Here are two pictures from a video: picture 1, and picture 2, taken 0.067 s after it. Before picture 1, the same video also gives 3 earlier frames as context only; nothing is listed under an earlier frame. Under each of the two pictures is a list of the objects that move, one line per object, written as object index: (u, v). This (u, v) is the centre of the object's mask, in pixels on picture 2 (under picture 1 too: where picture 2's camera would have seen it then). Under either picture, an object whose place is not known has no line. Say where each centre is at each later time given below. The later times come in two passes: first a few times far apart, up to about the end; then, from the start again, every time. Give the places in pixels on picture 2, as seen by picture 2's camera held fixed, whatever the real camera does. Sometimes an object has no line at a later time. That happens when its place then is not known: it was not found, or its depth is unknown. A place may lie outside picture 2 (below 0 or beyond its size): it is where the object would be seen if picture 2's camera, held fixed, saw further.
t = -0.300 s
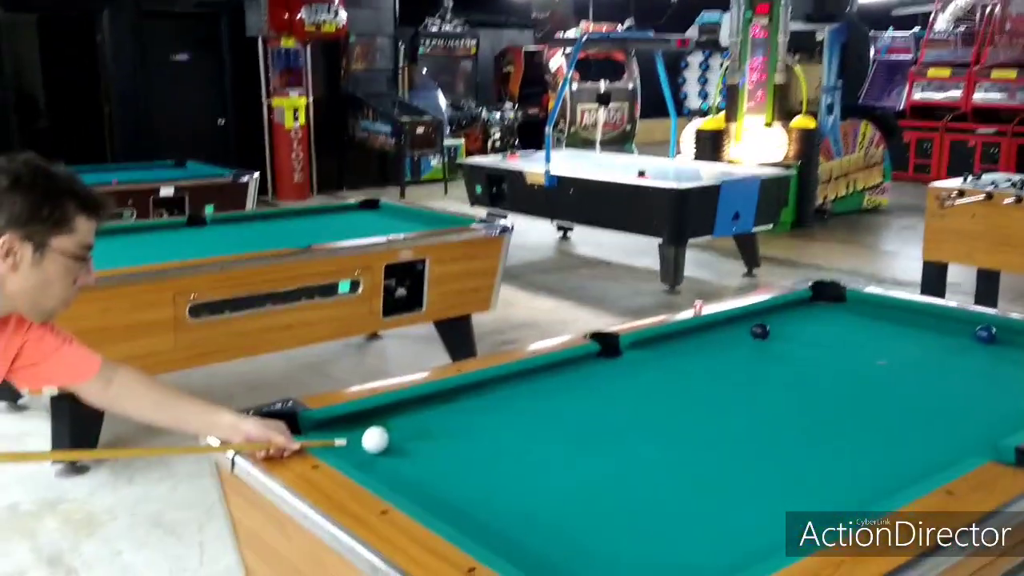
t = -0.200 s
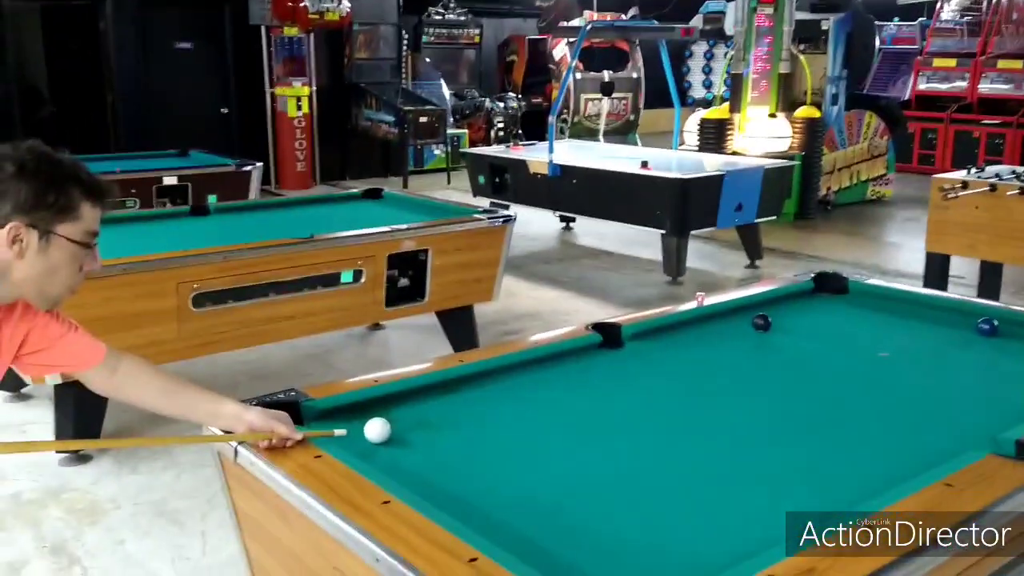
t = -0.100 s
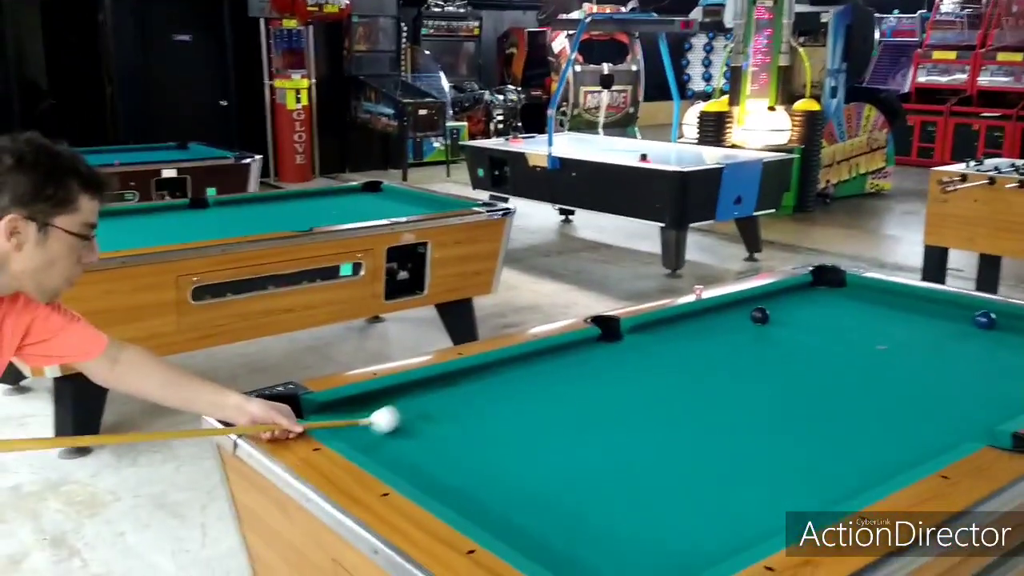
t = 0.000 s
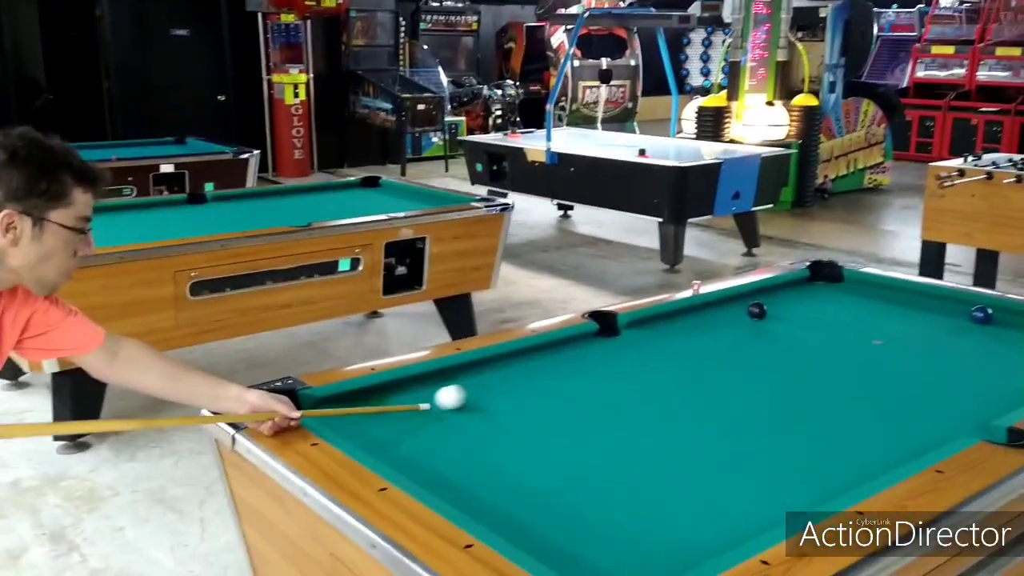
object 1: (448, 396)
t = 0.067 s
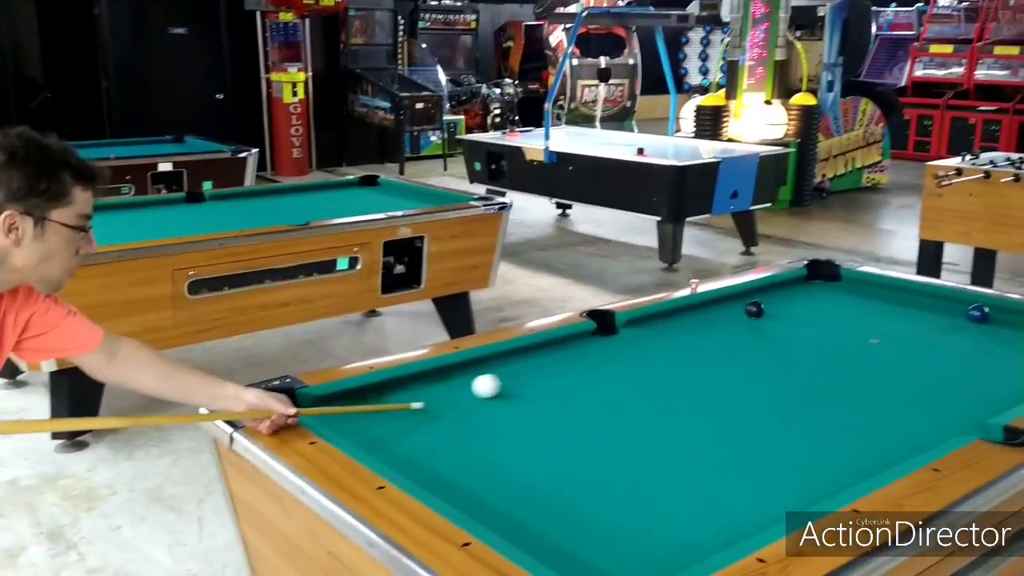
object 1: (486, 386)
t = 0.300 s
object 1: (600, 356)
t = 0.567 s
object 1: (707, 327)
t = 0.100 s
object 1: (504, 381)
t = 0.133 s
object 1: (521, 377)
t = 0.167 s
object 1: (538, 372)
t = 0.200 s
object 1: (554, 368)
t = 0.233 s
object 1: (570, 364)
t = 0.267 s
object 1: (585, 360)
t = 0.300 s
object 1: (600, 356)
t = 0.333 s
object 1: (615, 352)
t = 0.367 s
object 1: (629, 348)
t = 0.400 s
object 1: (643, 344)
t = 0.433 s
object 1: (656, 341)
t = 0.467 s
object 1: (669, 337)
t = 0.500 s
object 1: (682, 334)
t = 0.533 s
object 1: (694, 330)
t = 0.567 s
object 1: (707, 327)
